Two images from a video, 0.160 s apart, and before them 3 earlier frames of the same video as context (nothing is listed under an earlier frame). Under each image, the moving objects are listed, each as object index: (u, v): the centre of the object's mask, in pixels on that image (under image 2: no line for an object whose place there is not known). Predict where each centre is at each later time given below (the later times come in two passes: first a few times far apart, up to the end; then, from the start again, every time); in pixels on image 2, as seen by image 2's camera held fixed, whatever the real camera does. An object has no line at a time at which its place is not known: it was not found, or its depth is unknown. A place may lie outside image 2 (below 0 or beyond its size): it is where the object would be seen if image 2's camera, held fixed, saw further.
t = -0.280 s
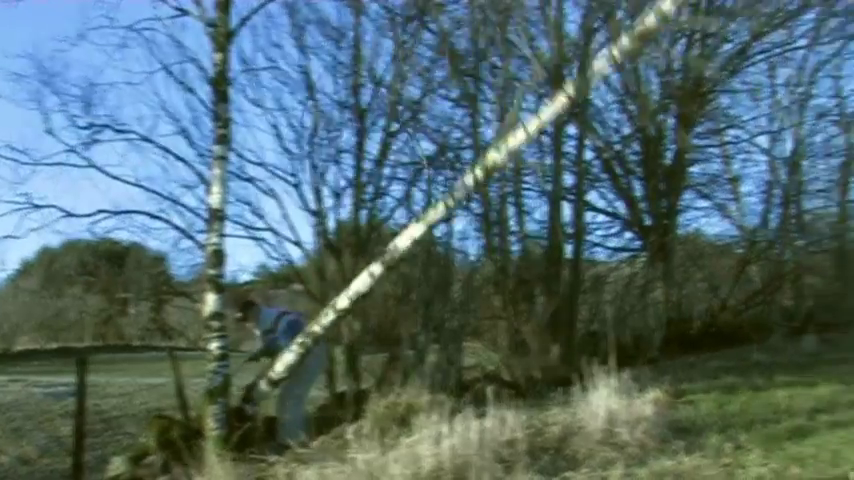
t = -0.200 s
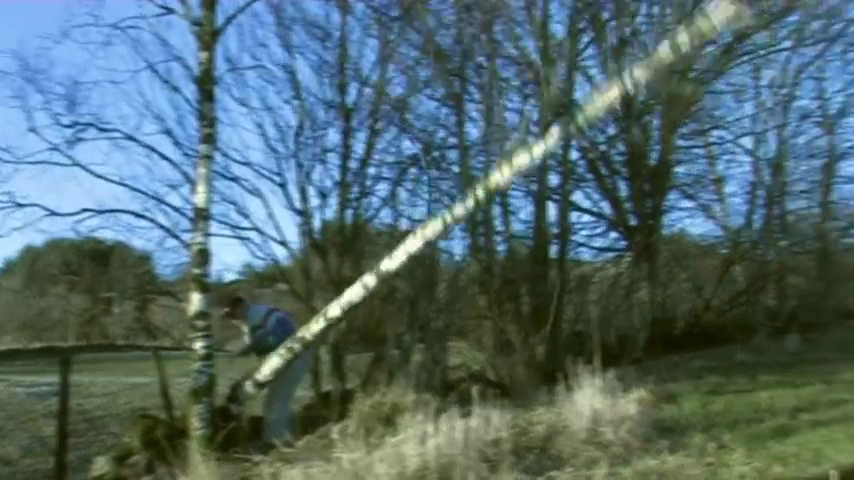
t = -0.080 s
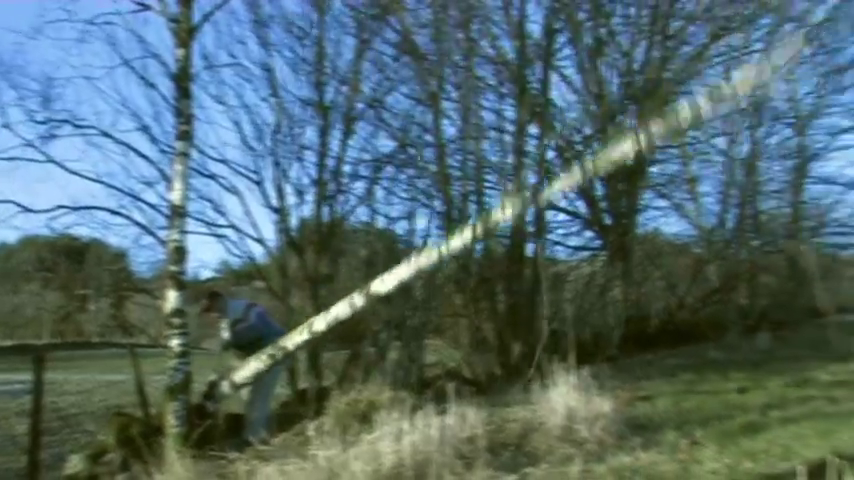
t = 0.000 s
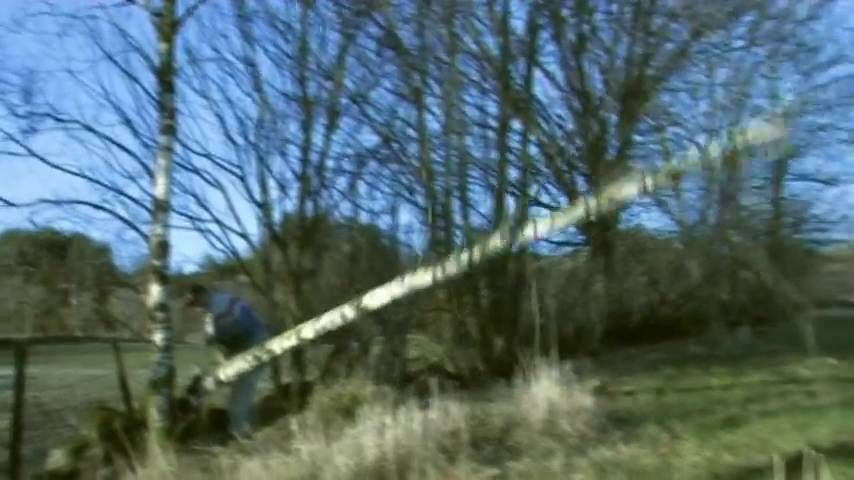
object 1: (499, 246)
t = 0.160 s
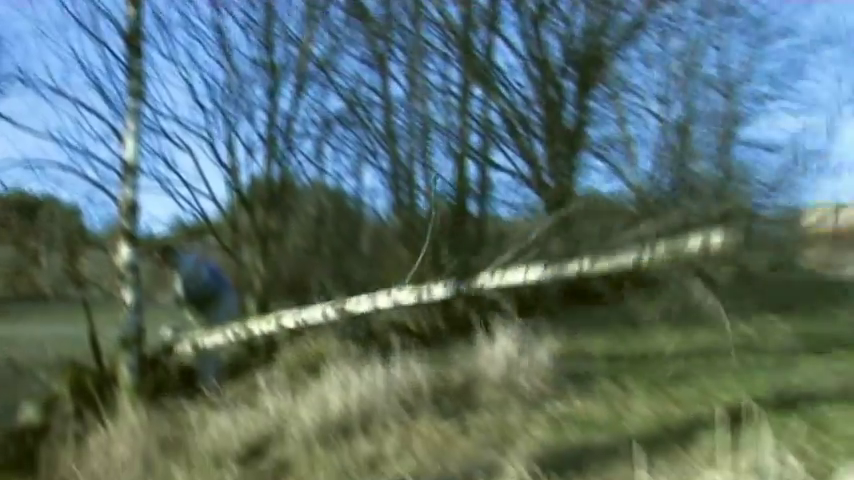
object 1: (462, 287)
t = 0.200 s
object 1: (463, 304)
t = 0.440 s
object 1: (557, 353)
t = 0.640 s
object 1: (583, 331)
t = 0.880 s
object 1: (580, 327)
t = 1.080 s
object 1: (596, 328)
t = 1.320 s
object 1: (605, 328)
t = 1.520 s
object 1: (614, 329)
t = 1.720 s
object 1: (619, 328)
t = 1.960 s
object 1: (621, 327)
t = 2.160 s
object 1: (619, 328)
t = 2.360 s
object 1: (616, 328)
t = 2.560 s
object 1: (618, 328)
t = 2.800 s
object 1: (616, 328)
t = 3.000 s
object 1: (618, 328)
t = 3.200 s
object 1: (618, 328)
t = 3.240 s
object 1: (616, 328)
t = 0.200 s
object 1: (463, 304)
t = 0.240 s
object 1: (471, 320)
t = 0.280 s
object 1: (530, 332)
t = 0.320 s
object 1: (546, 344)
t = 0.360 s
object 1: (541, 349)
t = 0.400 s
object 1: (545, 352)
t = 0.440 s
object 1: (557, 353)
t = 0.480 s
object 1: (578, 352)
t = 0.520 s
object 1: (587, 347)
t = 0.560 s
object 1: (591, 342)
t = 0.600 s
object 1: (588, 336)
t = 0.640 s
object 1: (583, 331)
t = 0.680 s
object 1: (581, 328)
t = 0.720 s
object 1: (569, 327)
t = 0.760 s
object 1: (574, 326)
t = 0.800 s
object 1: (575, 326)
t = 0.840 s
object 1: (576, 326)
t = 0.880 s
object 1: (580, 327)
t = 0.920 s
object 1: (581, 327)
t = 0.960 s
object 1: (584, 327)
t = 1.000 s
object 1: (586, 328)
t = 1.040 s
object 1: (592, 328)
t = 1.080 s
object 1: (596, 328)
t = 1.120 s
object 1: (600, 328)
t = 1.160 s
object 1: (603, 327)
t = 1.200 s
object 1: (606, 327)
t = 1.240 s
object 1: (608, 327)
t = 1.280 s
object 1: (608, 328)
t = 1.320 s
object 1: (605, 328)
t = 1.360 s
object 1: (605, 328)
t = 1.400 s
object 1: (608, 328)
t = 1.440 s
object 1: (608, 329)
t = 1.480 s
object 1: (612, 329)
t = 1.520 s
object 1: (614, 329)
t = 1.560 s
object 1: (614, 329)
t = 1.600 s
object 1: (616, 329)
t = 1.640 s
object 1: (618, 328)
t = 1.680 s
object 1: (620, 328)
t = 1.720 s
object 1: (619, 328)
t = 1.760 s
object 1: (621, 328)
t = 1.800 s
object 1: (620, 328)
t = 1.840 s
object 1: (622, 327)
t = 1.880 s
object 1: (622, 327)
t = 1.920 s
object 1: (622, 327)
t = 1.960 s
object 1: (621, 327)
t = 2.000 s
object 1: (620, 328)
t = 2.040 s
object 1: (622, 327)
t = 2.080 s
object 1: (622, 327)
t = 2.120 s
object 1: (618, 328)
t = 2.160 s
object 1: (619, 328)
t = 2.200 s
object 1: (619, 328)
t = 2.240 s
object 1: (619, 328)
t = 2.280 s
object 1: (621, 328)
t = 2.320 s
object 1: (619, 328)
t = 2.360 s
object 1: (616, 328)
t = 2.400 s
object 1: (617, 328)
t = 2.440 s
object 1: (618, 328)
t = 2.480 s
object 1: (618, 328)
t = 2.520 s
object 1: (619, 328)
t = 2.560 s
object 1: (618, 328)
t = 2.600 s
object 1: (615, 329)
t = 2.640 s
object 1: (616, 328)
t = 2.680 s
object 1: (615, 328)
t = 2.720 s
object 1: (615, 328)
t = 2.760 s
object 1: (616, 328)
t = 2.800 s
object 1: (616, 328)
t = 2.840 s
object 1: (617, 328)
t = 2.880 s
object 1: (618, 328)
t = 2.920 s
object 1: (618, 328)
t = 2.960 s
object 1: (618, 328)
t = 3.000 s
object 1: (618, 328)
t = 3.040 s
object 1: (618, 328)
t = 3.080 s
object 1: (618, 328)
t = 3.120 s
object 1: (619, 328)
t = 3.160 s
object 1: (618, 328)
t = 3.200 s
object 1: (618, 328)
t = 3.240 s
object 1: (616, 328)
